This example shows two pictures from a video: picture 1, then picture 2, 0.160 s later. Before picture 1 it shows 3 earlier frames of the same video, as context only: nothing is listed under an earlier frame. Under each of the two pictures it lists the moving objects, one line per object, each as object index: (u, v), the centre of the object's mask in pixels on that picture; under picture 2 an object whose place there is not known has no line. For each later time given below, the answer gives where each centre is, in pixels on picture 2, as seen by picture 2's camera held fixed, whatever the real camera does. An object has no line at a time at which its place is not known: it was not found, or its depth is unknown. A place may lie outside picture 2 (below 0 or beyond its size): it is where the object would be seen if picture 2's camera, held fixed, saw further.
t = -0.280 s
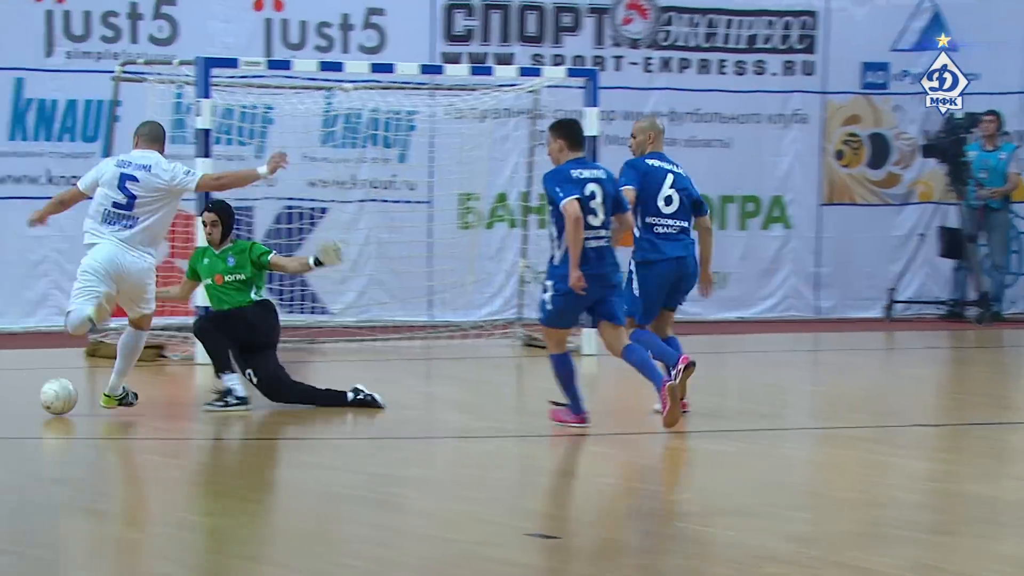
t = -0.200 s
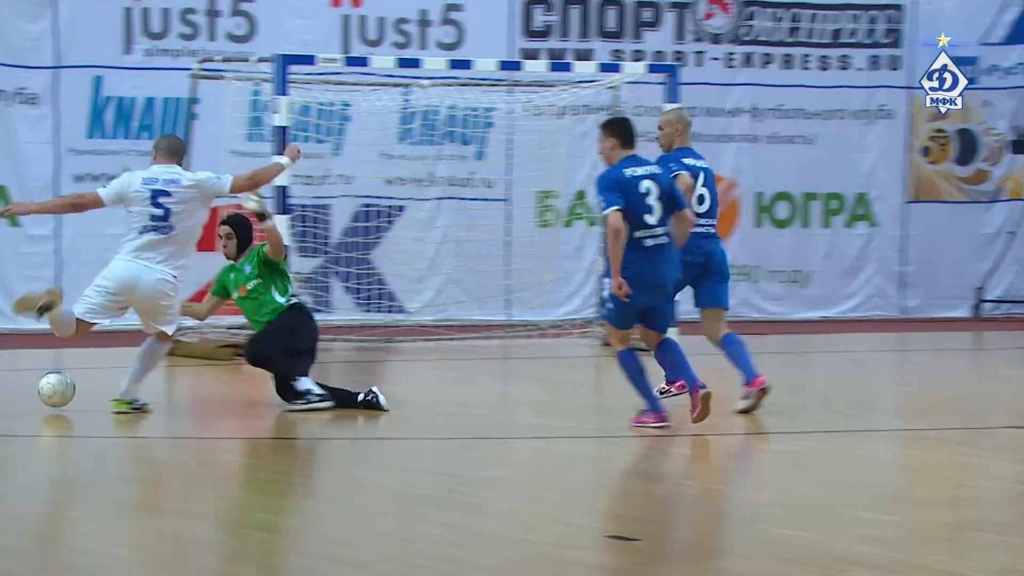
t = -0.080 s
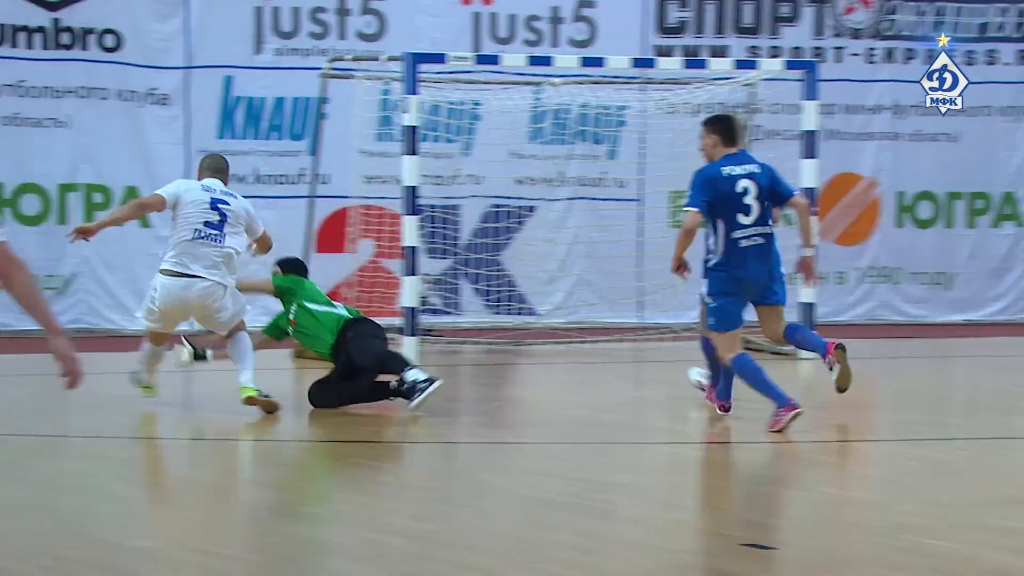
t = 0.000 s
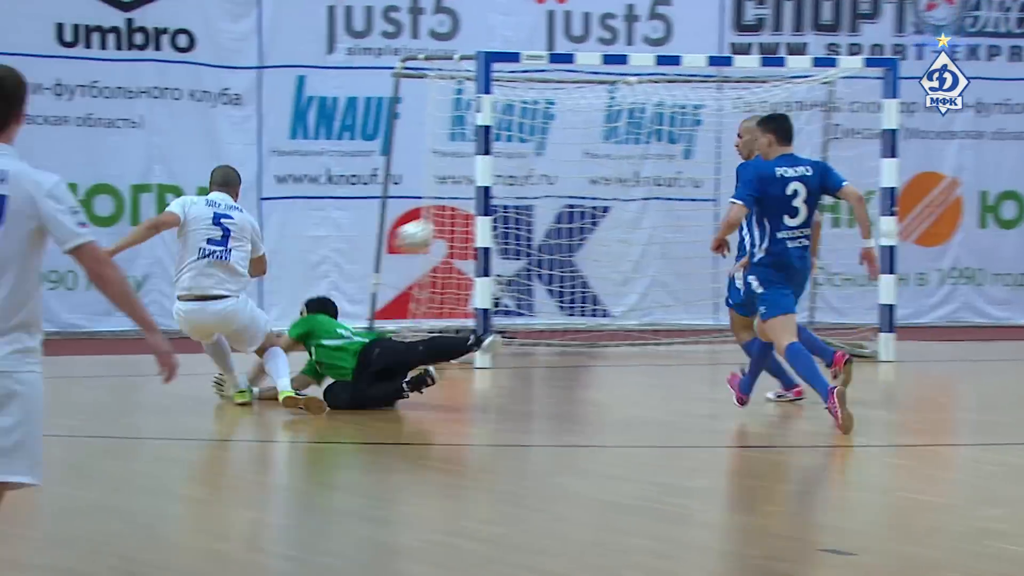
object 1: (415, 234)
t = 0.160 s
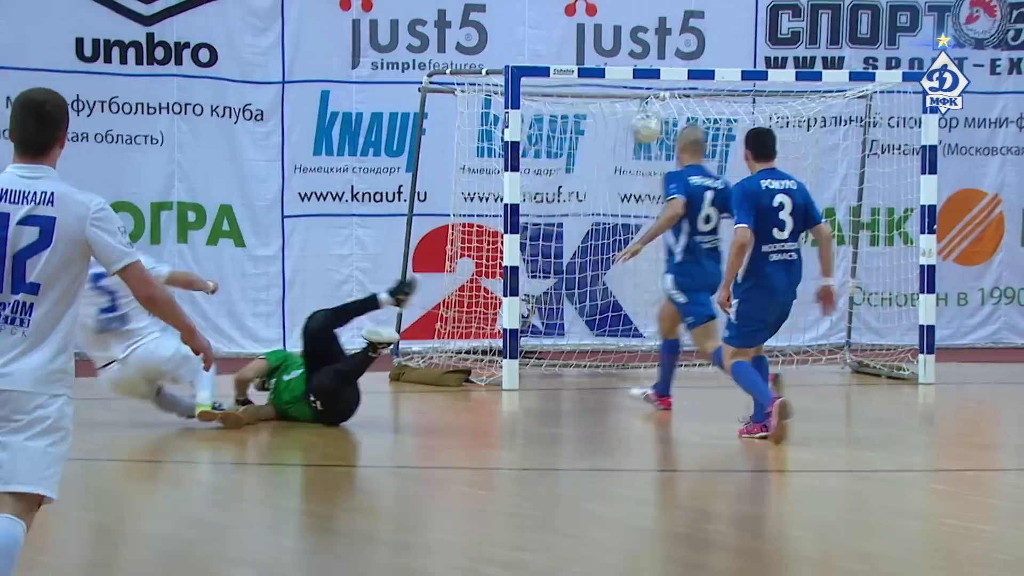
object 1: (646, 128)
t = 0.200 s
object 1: (669, 112)
